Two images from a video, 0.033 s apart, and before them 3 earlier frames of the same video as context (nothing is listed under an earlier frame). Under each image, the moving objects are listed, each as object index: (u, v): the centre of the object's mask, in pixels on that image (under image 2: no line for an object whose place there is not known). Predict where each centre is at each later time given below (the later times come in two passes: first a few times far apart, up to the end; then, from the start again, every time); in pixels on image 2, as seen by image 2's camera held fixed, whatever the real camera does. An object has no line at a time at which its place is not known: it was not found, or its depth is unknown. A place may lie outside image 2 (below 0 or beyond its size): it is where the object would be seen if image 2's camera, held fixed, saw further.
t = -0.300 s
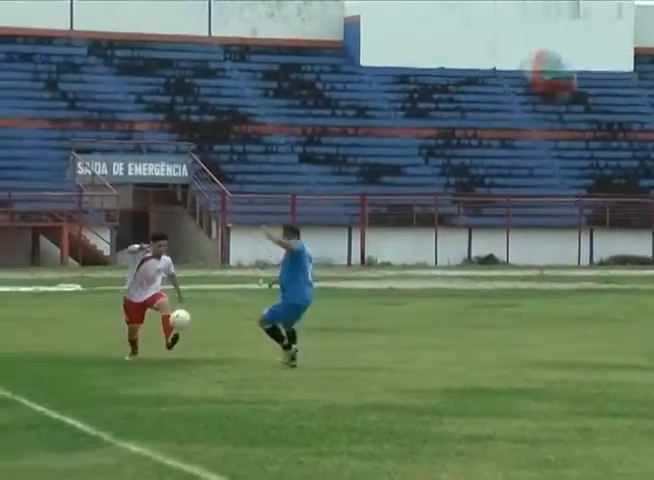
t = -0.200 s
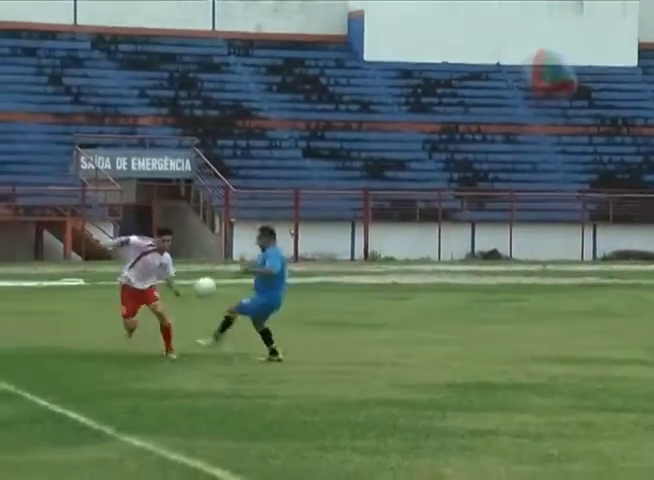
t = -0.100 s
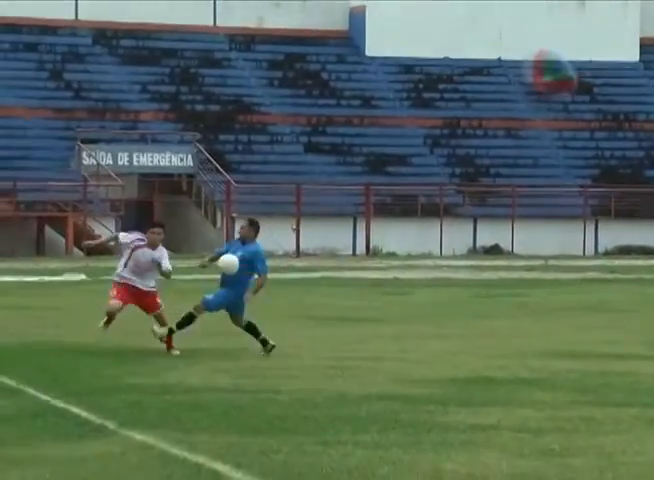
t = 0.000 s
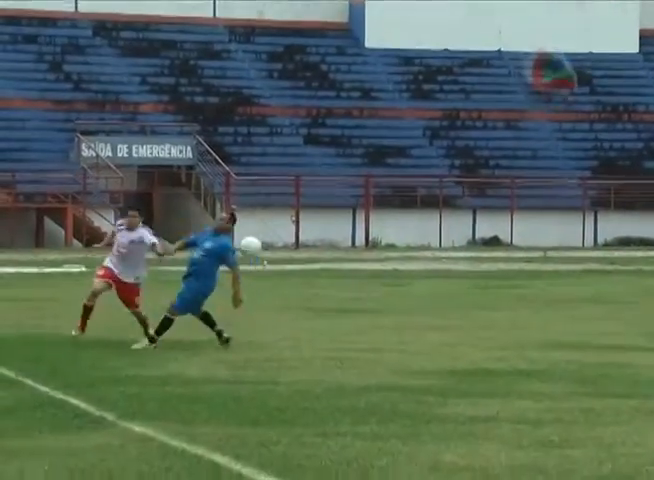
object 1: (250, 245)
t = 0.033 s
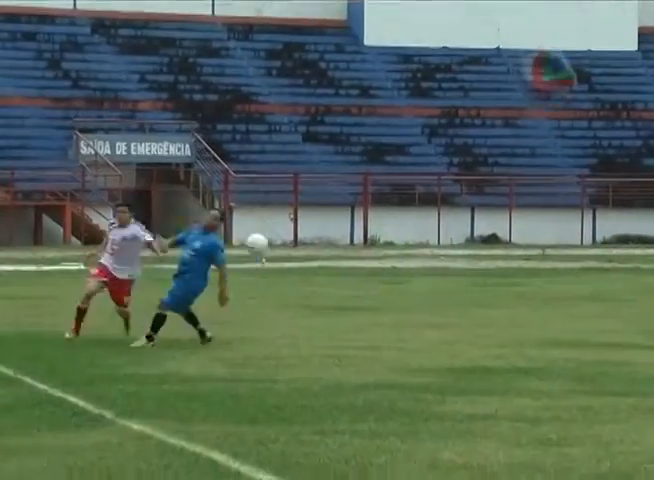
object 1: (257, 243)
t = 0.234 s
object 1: (304, 260)
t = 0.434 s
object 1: (355, 321)
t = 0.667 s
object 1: (399, 322)
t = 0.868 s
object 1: (427, 306)
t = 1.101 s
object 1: (463, 344)
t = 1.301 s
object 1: (494, 343)
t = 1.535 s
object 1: (533, 346)
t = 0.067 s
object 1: (264, 242)
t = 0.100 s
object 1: (273, 243)
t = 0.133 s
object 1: (280, 244)
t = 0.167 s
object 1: (289, 248)
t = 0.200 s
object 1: (296, 256)
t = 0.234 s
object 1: (304, 260)
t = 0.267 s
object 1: (312, 266)
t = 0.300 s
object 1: (320, 275)
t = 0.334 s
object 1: (329, 283)
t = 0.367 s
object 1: (337, 294)
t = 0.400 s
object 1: (346, 307)
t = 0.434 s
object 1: (355, 321)
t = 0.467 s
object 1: (364, 335)
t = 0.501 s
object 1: (372, 350)
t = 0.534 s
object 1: (380, 354)
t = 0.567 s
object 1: (385, 345)
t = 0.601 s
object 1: (389, 336)
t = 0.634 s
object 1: (394, 328)
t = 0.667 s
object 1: (399, 322)
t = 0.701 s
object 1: (404, 317)
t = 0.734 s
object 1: (409, 312)
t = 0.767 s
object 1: (414, 310)
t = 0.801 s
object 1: (418, 307)
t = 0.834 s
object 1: (423, 306)
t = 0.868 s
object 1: (427, 306)
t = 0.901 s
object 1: (433, 308)
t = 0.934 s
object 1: (438, 311)
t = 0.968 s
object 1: (443, 315)
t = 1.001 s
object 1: (448, 321)
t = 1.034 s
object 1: (453, 328)
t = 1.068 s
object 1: (458, 336)
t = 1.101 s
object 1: (463, 344)
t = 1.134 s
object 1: (469, 355)
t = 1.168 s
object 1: (473, 365)
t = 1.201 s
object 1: (479, 359)
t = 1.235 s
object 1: (484, 353)
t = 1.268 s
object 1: (489, 348)
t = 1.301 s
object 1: (494, 343)
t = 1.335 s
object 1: (499, 339)
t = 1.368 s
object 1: (505, 337)
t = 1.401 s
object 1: (511, 337)
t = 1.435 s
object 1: (517, 338)
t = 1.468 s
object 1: (522, 340)
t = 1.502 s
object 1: (528, 342)
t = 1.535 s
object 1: (533, 346)
